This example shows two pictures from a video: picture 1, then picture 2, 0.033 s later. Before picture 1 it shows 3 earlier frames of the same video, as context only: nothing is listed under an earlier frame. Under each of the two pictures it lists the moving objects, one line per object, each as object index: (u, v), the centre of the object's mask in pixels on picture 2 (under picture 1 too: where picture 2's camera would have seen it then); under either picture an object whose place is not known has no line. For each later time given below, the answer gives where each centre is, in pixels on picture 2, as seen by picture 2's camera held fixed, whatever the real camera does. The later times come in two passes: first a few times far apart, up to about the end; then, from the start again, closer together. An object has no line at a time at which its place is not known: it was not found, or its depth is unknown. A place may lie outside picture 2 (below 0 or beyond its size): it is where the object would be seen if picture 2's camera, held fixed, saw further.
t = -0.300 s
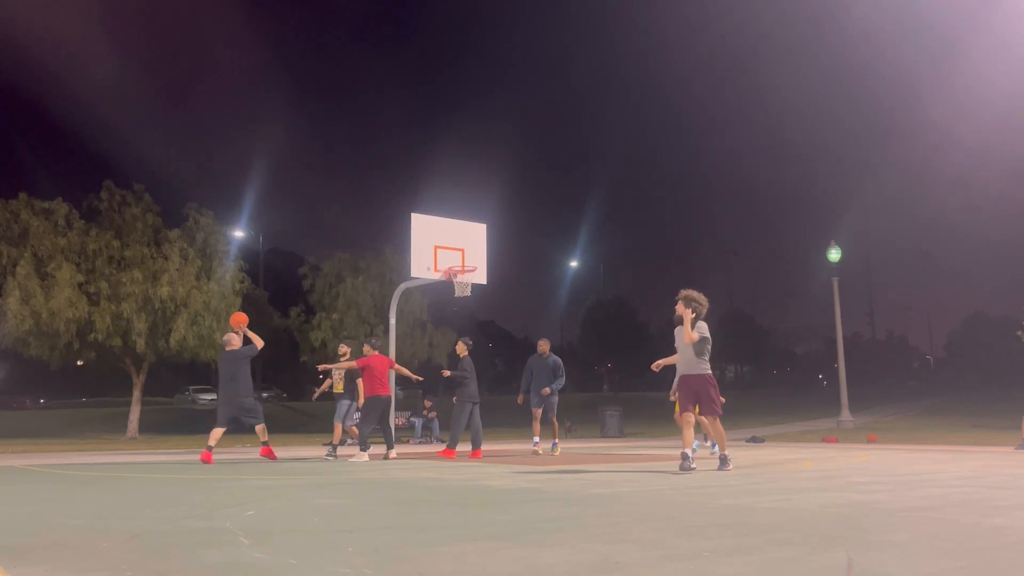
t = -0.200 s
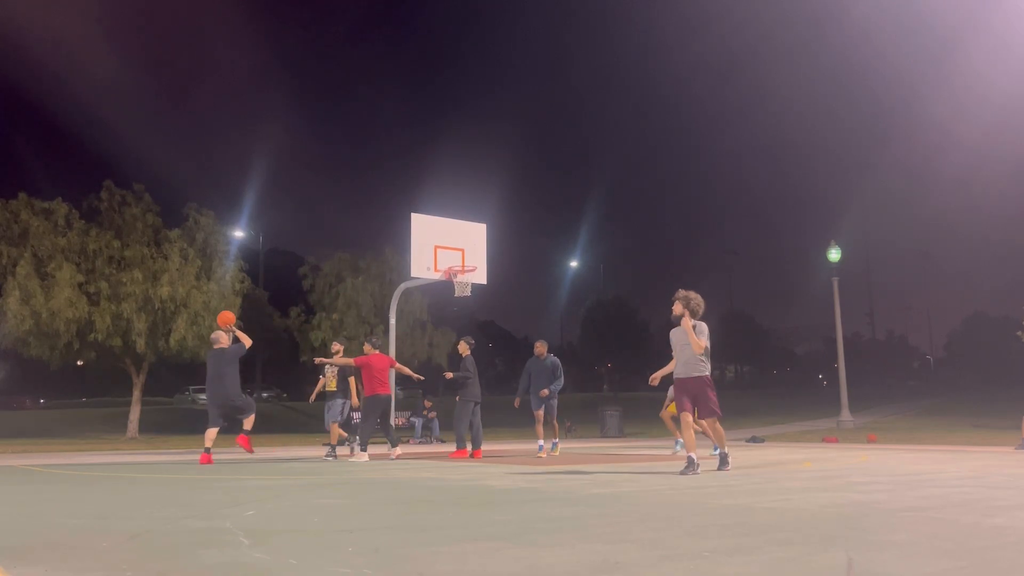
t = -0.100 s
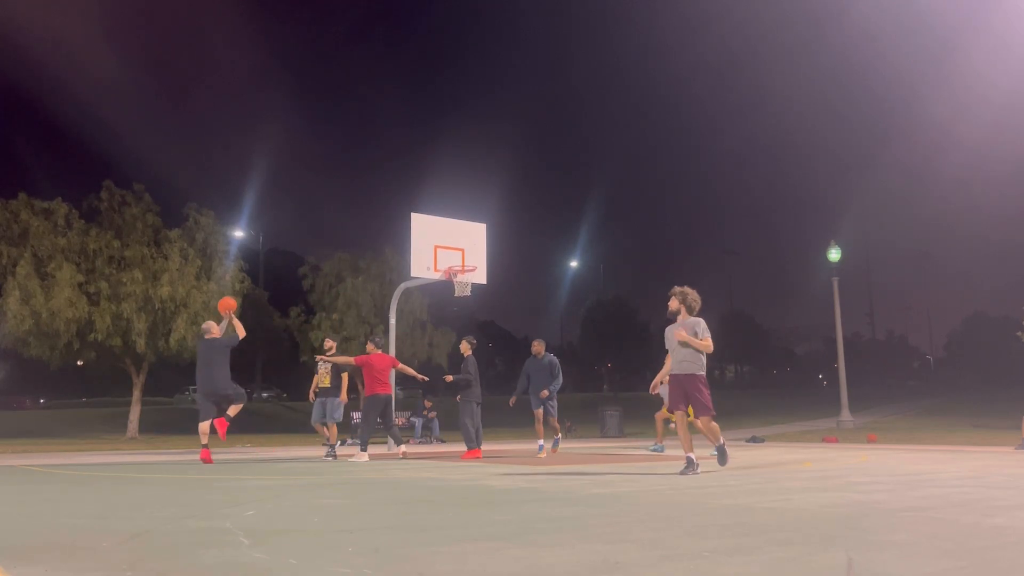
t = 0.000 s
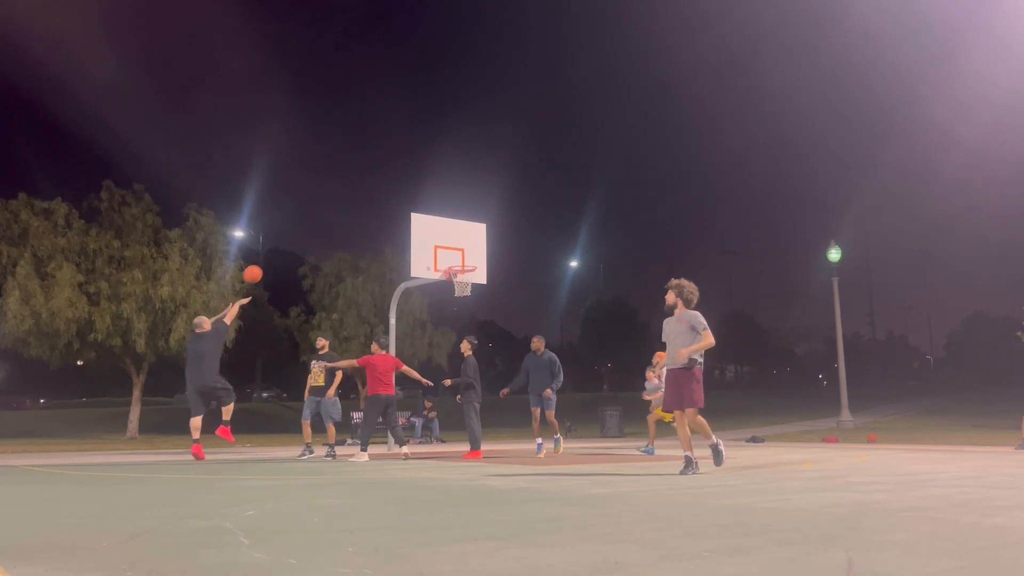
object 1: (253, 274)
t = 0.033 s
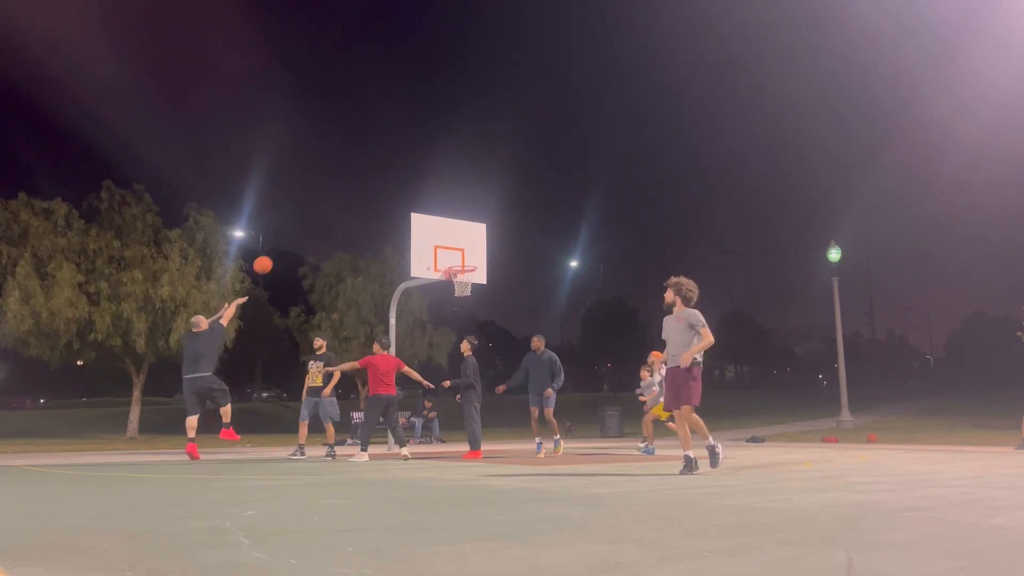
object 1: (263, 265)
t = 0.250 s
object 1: (324, 226)
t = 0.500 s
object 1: (387, 221)
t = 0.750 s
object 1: (441, 253)
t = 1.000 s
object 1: (462, 266)
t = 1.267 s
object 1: (469, 265)
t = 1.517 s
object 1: (456, 267)
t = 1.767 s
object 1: (468, 281)
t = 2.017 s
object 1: (471, 296)
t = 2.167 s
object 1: (470, 317)
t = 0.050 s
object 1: (268, 260)
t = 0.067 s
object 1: (273, 256)
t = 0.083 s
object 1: (278, 253)
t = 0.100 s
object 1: (283, 249)
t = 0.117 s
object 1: (287, 246)
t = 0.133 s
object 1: (292, 242)
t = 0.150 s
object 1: (297, 239)
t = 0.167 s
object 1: (301, 237)
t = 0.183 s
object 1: (306, 234)
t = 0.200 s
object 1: (311, 232)
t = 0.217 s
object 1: (315, 230)
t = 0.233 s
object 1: (320, 228)
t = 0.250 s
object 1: (324, 226)
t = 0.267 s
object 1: (329, 224)
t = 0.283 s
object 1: (333, 223)
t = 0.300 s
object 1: (338, 222)
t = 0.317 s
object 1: (342, 221)
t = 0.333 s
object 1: (346, 220)
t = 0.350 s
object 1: (351, 219)
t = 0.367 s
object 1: (355, 219)
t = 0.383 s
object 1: (359, 218)
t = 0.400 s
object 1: (363, 218)
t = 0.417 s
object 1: (367, 218)
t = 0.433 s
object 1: (371, 218)
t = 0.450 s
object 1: (375, 219)
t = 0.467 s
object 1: (379, 220)
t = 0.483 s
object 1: (383, 220)
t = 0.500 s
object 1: (387, 221)
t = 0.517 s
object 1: (391, 222)
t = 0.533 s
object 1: (395, 223)
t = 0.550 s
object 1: (399, 224)
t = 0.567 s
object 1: (402, 226)
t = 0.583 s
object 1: (406, 228)
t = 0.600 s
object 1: (409, 229)
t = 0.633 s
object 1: (417, 233)
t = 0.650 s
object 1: (421, 236)
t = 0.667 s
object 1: (425, 238)
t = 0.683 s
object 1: (428, 241)
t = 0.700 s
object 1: (431, 244)
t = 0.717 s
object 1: (435, 246)
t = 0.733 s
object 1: (439, 249)
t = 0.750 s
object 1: (441, 253)
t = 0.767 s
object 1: (446, 256)
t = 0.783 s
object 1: (449, 259)
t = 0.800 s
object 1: (453, 262)
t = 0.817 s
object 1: (455, 263)
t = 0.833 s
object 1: (459, 265)
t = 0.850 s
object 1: (462, 267)
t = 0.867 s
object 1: (465, 267)
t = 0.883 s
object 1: (466, 267)
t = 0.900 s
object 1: (468, 267)
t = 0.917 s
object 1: (469, 267)
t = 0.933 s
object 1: (469, 267)
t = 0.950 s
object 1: (467, 266)
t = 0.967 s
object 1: (465, 266)
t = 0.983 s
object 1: (464, 266)
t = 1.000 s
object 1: (462, 266)
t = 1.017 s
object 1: (459, 266)
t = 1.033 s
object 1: (458, 267)
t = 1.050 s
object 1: (457, 267)
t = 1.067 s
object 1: (457, 267)
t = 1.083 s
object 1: (457, 267)
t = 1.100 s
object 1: (456, 267)
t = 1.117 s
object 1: (457, 267)
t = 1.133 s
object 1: (458, 267)
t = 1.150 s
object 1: (459, 267)
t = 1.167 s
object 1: (461, 267)
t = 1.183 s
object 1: (463, 266)
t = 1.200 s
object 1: (464, 266)
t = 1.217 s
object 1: (466, 266)
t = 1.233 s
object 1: (468, 266)
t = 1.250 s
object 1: (469, 265)
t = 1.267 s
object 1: (469, 265)
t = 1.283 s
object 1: (469, 265)
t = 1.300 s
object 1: (470, 265)
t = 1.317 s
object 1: (469, 265)
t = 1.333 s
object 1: (469, 265)
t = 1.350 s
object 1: (468, 264)
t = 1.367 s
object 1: (466, 264)
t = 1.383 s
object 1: (465, 264)
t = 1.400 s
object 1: (464, 264)
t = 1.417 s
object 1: (462, 264)
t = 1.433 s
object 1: (461, 265)
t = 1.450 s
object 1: (460, 265)
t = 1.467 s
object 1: (459, 266)
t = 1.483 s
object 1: (457, 266)
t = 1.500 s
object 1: (457, 266)
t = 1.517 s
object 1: (456, 267)
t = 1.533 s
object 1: (456, 267)
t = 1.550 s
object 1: (456, 267)
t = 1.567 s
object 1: (457, 268)
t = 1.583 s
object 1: (457, 268)
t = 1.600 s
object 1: (458, 270)
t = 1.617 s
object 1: (459, 271)
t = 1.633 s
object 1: (460, 272)
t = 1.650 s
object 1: (461, 273)
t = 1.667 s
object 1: (462, 274)
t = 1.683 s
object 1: (464, 275)
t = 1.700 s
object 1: (466, 276)
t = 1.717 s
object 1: (465, 276)
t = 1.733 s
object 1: (466, 277)
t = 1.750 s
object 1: (467, 279)
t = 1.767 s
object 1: (468, 281)
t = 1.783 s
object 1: (469, 282)
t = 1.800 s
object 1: (470, 283)
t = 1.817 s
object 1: (471, 284)
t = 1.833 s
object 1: (471, 286)
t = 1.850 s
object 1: (471, 287)
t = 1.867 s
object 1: (471, 287)
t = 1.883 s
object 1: (472, 288)
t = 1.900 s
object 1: (472, 289)
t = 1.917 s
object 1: (472, 289)
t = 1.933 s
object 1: (471, 290)
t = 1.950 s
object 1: (471, 291)
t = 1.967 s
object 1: (471, 292)
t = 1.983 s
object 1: (471, 293)
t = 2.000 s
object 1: (471, 295)
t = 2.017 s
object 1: (471, 296)
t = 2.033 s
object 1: (471, 298)
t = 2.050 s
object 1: (471, 299)
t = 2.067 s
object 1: (471, 301)
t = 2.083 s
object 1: (470, 304)
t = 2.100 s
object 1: (471, 306)
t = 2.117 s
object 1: (470, 308)
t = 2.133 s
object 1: (470, 311)
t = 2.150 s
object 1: (470, 314)
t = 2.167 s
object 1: (470, 317)
